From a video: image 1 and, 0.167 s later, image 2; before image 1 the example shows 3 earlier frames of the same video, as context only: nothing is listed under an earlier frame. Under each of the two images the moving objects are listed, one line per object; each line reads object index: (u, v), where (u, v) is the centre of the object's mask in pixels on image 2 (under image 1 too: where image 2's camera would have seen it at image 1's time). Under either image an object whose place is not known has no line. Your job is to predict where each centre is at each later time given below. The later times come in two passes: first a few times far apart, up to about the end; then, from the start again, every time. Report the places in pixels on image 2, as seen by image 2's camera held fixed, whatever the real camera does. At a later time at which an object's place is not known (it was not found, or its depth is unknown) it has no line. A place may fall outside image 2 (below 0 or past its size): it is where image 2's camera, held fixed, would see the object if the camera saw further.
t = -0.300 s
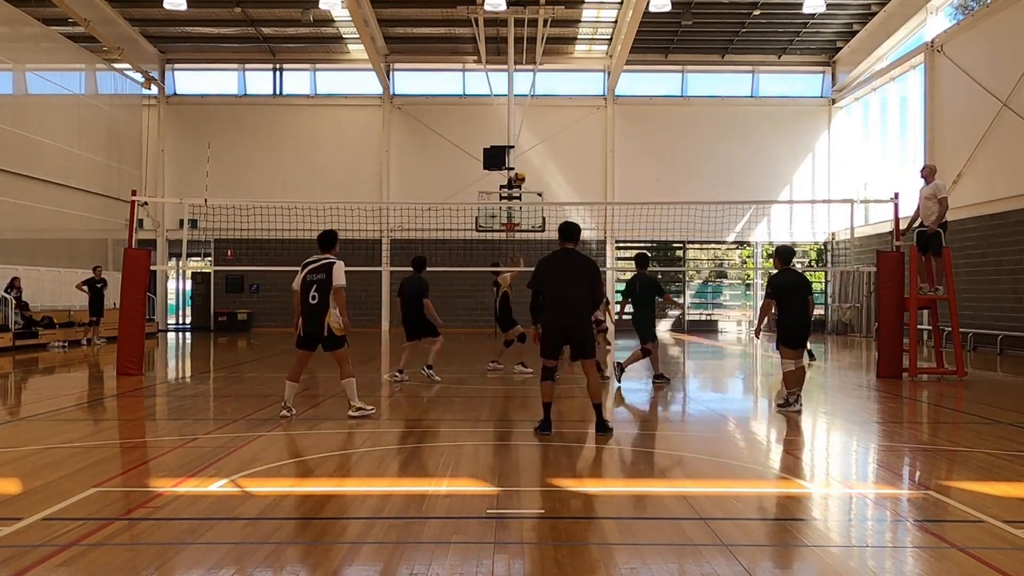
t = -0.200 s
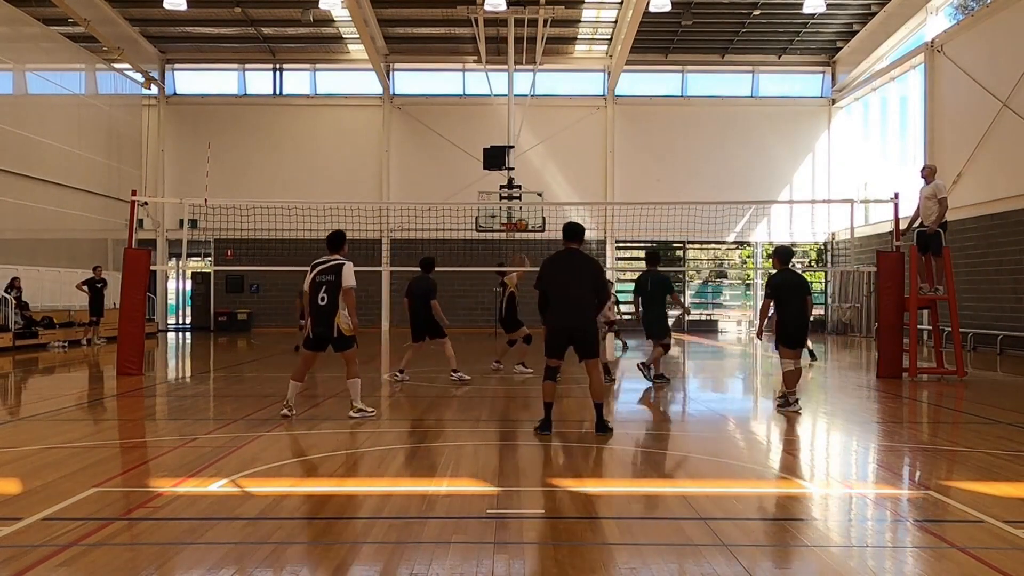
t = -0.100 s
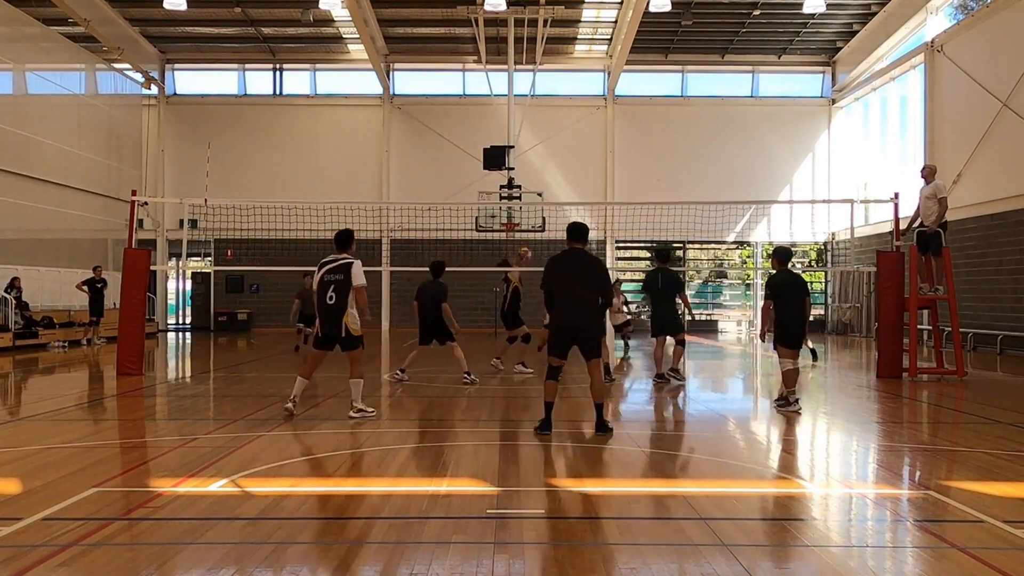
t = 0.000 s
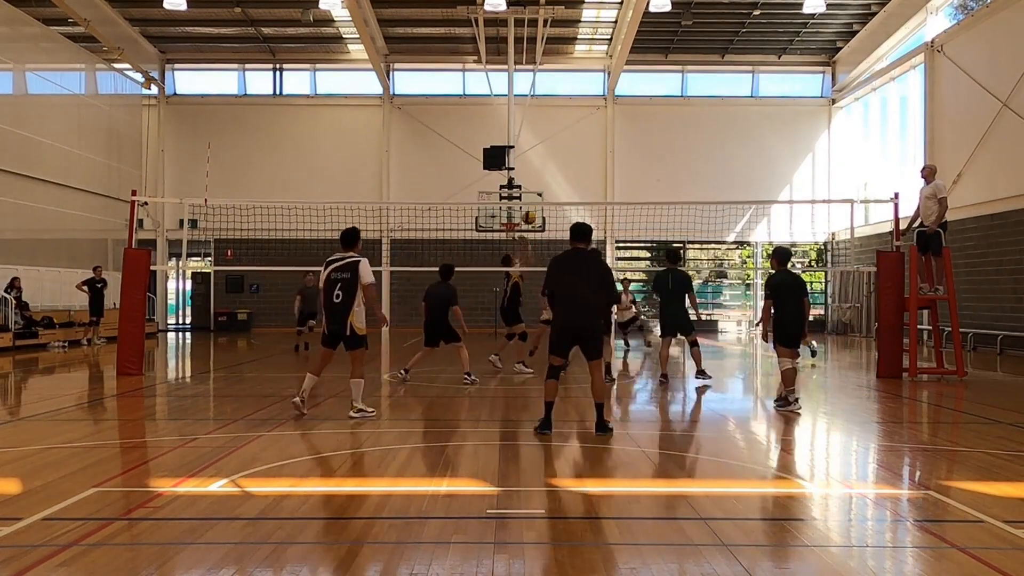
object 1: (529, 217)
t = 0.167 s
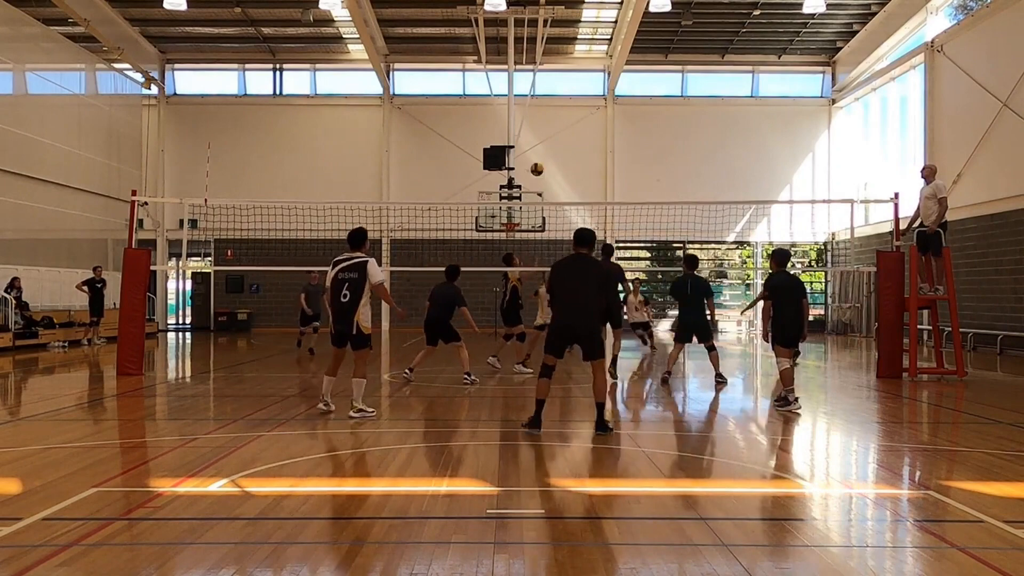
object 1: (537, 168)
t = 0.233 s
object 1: (540, 154)
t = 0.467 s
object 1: (551, 128)
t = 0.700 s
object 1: (562, 136)
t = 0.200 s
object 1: (538, 161)
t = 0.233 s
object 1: (540, 154)
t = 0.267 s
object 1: (541, 148)
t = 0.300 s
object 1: (543, 143)
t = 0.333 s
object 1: (545, 139)
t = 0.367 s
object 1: (547, 135)
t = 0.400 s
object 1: (548, 132)
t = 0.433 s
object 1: (549, 129)
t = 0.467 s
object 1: (551, 128)
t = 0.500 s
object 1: (553, 126)
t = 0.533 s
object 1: (555, 127)
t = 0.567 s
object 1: (556, 128)
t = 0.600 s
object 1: (558, 129)
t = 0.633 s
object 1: (559, 131)
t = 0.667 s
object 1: (561, 134)
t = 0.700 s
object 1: (562, 136)
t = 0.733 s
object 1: (564, 141)
